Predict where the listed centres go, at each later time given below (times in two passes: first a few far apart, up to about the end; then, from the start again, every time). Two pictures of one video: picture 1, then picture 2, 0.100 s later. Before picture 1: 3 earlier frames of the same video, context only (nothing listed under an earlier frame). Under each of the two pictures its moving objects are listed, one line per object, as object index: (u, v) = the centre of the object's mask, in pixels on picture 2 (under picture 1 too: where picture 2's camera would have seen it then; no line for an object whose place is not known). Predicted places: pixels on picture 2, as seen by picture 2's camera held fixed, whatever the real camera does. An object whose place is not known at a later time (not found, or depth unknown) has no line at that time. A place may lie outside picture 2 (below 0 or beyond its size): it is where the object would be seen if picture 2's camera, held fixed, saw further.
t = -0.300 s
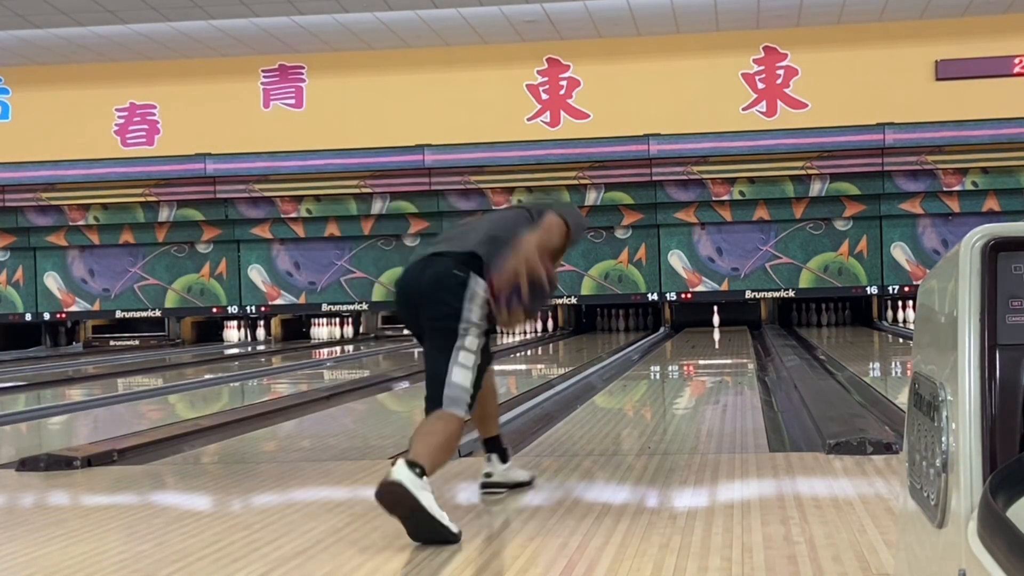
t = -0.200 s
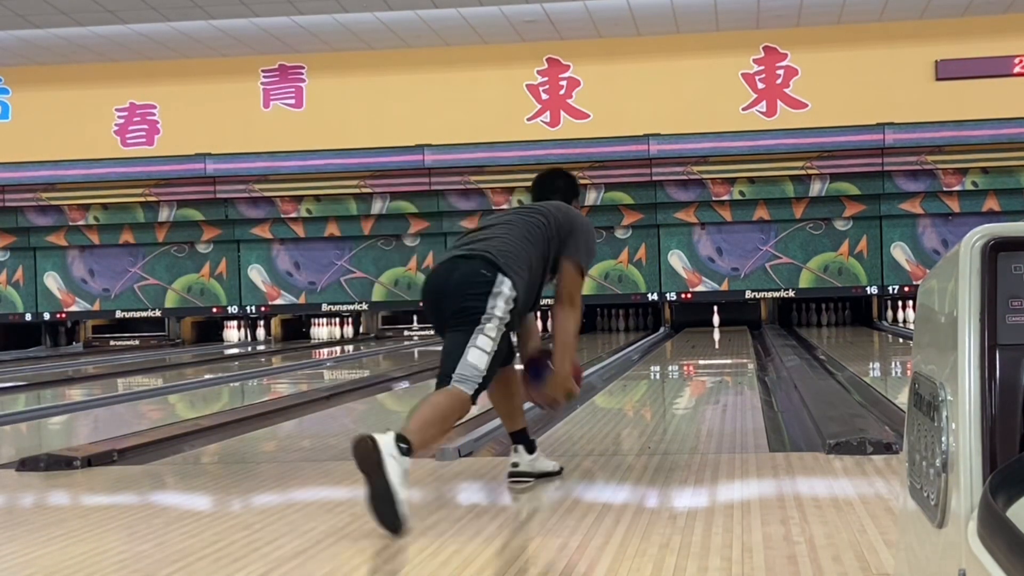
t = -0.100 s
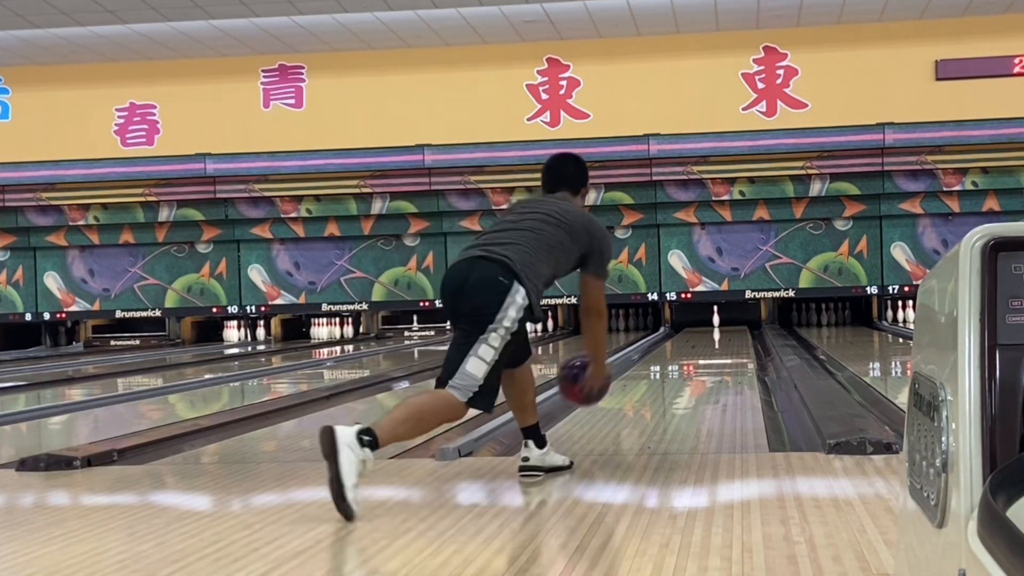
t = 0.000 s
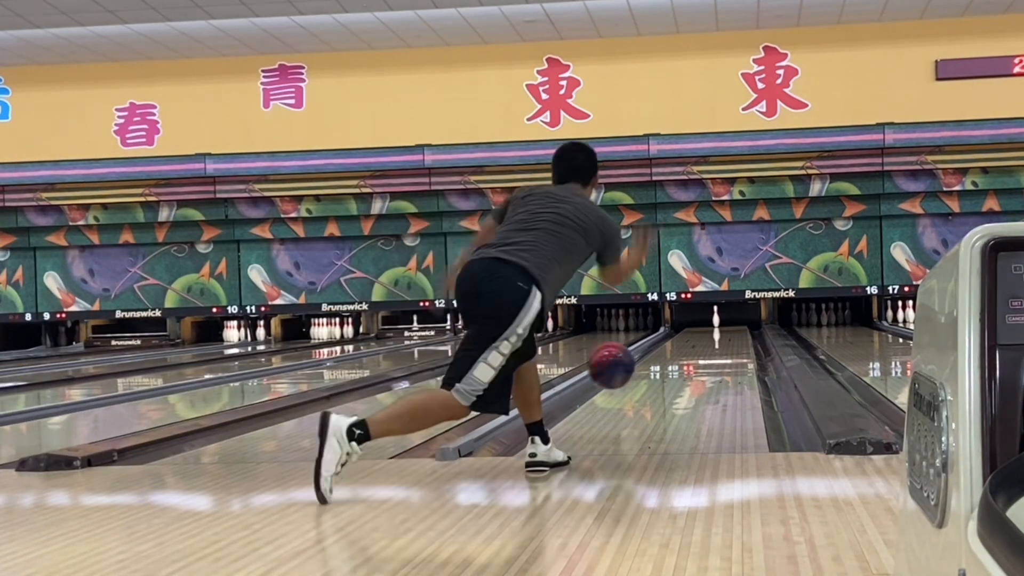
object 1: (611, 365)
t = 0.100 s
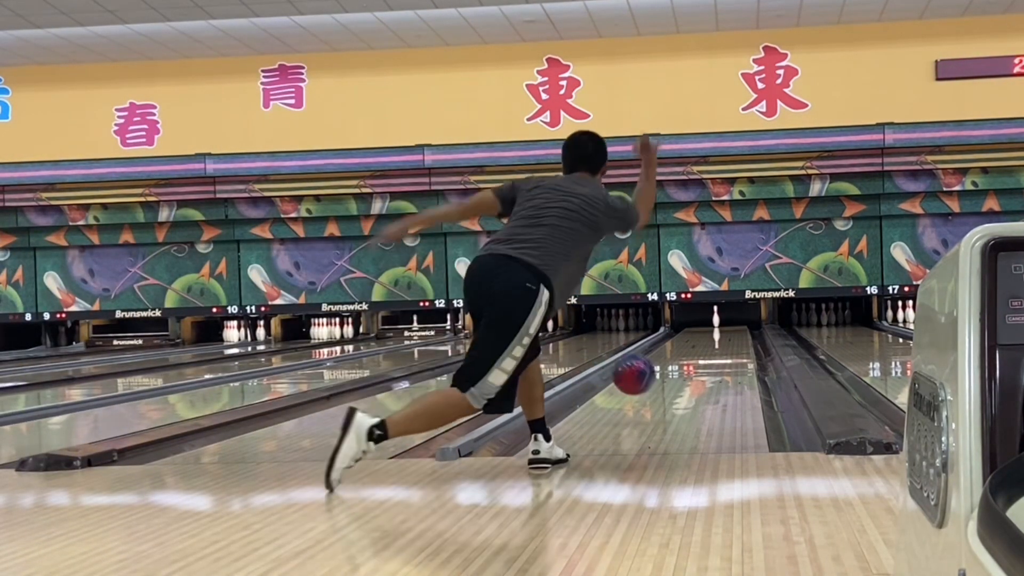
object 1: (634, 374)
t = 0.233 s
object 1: (657, 388)
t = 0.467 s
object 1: (685, 371)
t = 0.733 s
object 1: (705, 357)
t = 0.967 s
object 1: (716, 348)
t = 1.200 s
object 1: (725, 341)
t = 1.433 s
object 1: (730, 336)
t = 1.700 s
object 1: (733, 331)
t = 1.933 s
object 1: (732, 327)
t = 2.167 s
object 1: (729, 325)
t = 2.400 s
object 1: (724, 323)
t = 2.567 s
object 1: (721, 322)
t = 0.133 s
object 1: (640, 381)
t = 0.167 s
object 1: (646, 389)
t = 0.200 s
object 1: (652, 393)
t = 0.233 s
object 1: (657, 388)
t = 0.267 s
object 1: (662, 385)
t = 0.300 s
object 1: (666, 383)
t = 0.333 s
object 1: (671, 381)
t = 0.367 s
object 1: (675, 378)
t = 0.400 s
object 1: (678, 376)
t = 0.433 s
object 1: (681, 373)
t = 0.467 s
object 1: (685, 371)
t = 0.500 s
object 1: (688, 369)
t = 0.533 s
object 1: (691, 368)
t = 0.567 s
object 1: (694, 365)
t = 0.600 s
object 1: (696, 364)
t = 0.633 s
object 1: (698, 362)
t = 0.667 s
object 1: (701, 360)
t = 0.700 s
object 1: (703, 359)
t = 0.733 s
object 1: (705, 357)
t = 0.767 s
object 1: (707, 356)
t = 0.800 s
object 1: (709, 354)
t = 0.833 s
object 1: (711, 353)
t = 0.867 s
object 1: (712, 352)
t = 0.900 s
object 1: (714, 350)
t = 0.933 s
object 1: (716, 349)
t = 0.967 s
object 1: (716, 348)
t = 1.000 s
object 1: (718, 347)
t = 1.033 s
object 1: (720, 346)
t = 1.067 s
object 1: (721, 345)
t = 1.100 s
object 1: (722, 344)
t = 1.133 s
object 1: (723, 343)
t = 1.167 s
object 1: (724, 342)
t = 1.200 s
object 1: (725, 341)
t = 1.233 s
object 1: (726, 340)
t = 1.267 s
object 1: (726, 340)
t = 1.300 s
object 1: (728, 338)
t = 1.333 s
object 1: (729, 337)
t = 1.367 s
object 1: (729, 337)
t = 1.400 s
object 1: (730, 336)
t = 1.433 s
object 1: (730, 336)
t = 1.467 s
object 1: (731, 335)
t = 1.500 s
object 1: (731, 334)
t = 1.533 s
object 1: (732, 334)
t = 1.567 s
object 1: (732, 333)
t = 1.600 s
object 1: (733, 333)
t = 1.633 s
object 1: (733, 332)
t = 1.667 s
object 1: (733, 331)
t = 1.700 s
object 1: (733, 331)
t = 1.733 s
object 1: (733, 330)
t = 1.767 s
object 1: (733, 329)
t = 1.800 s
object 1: (733, 329)
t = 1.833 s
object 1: (733, 329)
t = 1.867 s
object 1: (733, 328)
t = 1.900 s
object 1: (733, 328)
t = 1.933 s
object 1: (732, 327)
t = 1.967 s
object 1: (732, 327)
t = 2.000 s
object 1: (732, 326)
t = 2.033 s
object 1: (731, 326)
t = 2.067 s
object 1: (731, 326)
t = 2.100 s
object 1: (731, 326)
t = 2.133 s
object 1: (730, 325)
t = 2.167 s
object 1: (729, 325)
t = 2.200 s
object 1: (729, 325)
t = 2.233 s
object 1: (728, 324)
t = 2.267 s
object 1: (727, 324)
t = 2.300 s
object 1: (727, 324)
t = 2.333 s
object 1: (725, 325)
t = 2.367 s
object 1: (725, 323)
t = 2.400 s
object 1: (724, 323)
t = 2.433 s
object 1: (723, 324)
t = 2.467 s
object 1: (723, 322)
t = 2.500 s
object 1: (722, 322)
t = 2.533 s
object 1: (721, 322)
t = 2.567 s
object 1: (721, 322)
